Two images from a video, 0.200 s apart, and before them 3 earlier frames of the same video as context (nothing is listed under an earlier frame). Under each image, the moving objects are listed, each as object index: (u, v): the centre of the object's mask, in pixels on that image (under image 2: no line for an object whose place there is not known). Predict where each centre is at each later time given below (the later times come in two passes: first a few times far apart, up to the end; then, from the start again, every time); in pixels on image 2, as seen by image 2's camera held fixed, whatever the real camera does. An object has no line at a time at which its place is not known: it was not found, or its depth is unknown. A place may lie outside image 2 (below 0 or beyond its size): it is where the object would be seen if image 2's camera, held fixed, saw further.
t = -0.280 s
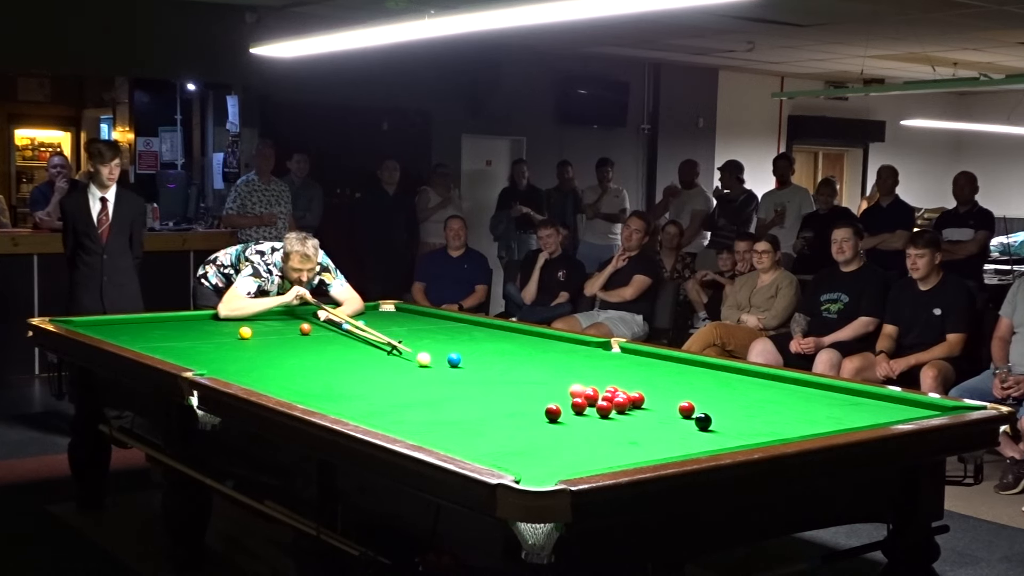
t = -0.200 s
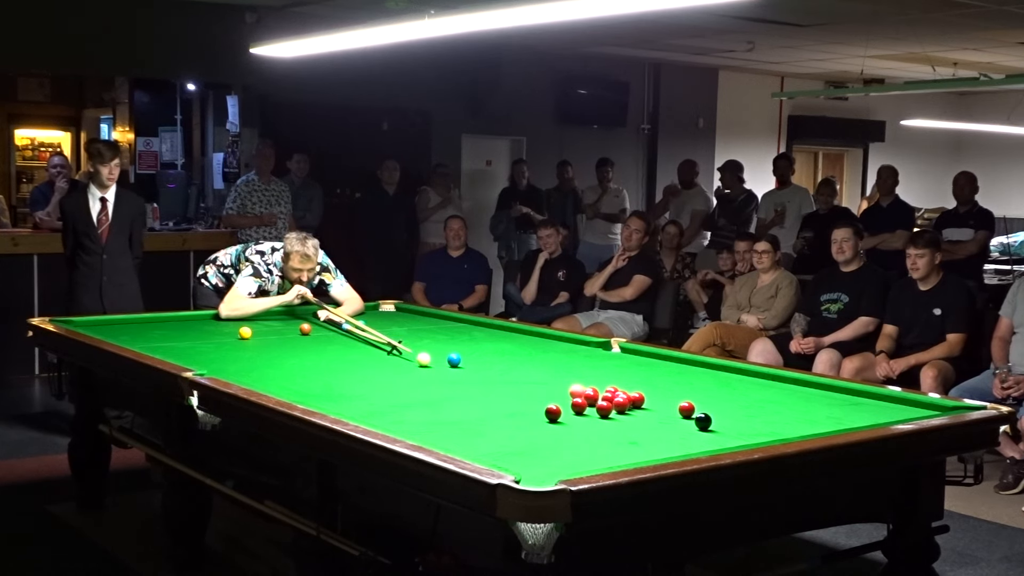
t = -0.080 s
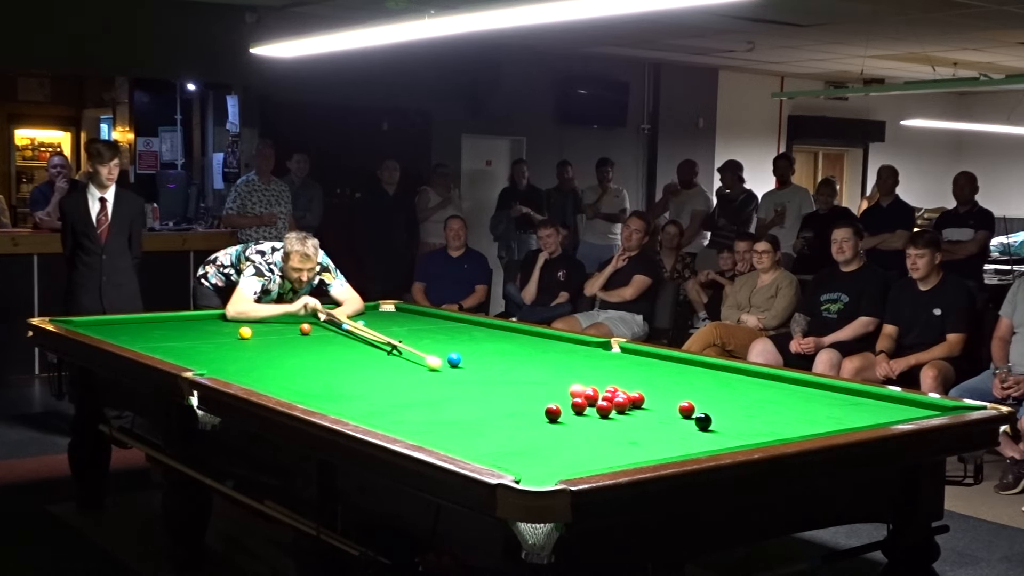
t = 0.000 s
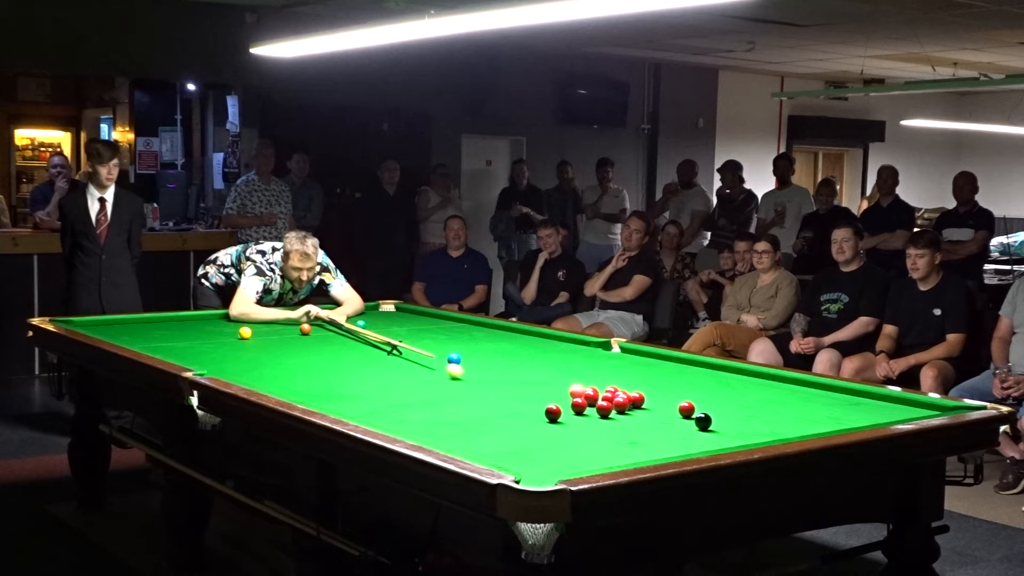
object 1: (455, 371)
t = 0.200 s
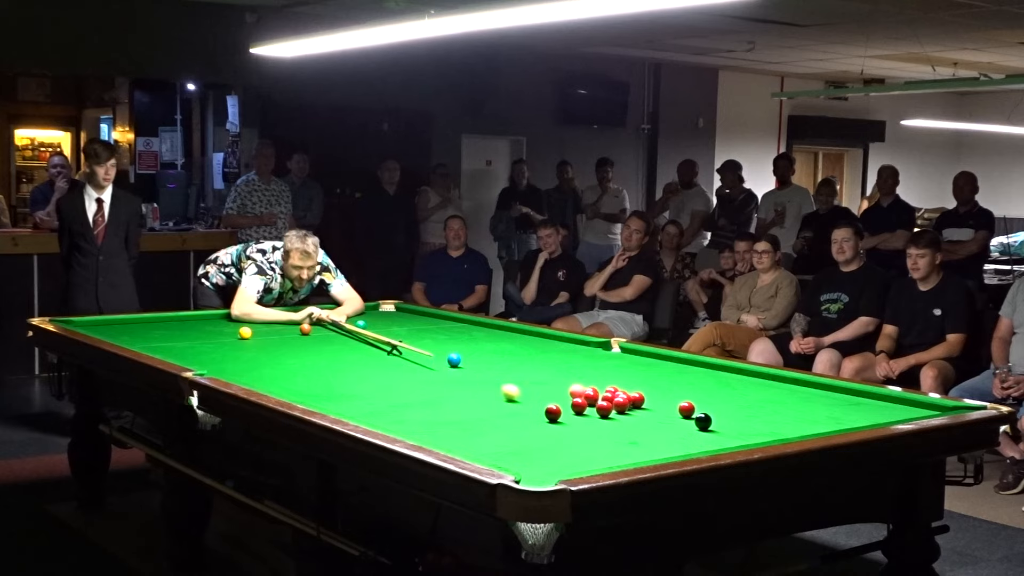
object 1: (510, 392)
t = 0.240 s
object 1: (522, 397)
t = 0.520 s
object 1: (624, 414)
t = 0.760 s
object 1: (719, 426)
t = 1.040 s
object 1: (785, 429)
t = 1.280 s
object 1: (764, 417)
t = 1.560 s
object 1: (747, 403)
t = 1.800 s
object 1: (734, 394)
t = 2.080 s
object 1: (720, 384)
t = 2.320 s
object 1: (709, 376)
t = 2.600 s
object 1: (698, 368)
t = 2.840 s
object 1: (689, 362)
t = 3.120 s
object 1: (661, 358)
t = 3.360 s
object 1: (635, 355)
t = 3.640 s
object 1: (607, 352)
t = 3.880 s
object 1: (584, 350)
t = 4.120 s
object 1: (563, 348)
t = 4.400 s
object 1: (541, 345)
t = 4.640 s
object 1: (523, 344)
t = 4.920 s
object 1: (504, 342)
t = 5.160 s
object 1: (489, 340)
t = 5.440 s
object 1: (472, 339)
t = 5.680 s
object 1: (459, 337)
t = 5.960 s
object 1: (446, 336)
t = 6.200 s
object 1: (435, 335)
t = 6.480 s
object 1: (424, 334)
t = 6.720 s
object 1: (416, 333)
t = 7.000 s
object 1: (407, 332)
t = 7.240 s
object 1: (400, 332)
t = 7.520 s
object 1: (393, 331)
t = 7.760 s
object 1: (388, 330)
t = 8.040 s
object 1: (383, 330)
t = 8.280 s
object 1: (379, 330)
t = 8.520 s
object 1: (377, 329)
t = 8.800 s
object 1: (375, 329)
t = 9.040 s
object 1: (374, 329)
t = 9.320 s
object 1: (373, 329)
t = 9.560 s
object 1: (373, 329)
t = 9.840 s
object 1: (373, 329)
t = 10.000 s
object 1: (373, 329)
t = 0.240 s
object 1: (522, 397)
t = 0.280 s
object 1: (535, 402)
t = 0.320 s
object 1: (545, 403)
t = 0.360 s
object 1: (564, 409)
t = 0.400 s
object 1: (579, 411)
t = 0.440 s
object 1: (593, 411)
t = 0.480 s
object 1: (608, 413)
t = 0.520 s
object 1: (624, 414)
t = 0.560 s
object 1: (639, 416)
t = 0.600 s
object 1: (655, 418)
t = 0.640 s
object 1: (671, 420)
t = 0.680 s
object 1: (687, 422)
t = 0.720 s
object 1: (703, 423)
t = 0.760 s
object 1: (719, 426)
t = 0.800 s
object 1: (736, 428)
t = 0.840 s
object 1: (753, 430)
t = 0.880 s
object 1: (769, 432)
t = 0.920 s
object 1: (786, 432)
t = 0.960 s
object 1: (797, 432)
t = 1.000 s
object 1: (791, 431)
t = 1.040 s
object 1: (785, 429)
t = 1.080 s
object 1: (780, 428)
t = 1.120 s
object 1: (776, 425)
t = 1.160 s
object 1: (773, 423)
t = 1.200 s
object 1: (770, 421)
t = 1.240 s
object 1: (767, 419)
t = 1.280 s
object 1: (764, 417)
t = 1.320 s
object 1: (762, 415)
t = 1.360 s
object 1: (759, 413)
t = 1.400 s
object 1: (757, 411)
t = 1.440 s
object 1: (754, 409)
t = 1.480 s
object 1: (751, 407)
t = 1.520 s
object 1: (749, 405)
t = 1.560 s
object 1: (747, 403)
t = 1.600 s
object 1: (744, 402)
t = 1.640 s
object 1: (742, 400)
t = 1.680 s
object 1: (740, 399)
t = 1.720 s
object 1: (738, 397)
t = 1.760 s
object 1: (736, 395)
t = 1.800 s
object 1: (734, 394)
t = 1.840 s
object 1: (731, 392)
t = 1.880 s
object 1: (729, 391)
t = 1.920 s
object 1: (727, 389)
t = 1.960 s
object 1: (725, 388)
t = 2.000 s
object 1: (724, 387)
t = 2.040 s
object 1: (722, 385)
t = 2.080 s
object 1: (720, 384)
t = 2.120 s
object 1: (718, 383)
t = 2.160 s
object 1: (716, 381)
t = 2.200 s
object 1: (714, 380)
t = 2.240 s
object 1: (713, 378)
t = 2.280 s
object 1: (711, 377)
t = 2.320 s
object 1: (709, 376)
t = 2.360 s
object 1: (707, 375)
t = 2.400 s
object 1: (706, 374)
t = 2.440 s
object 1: (705, 373)
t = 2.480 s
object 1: (703, 371)
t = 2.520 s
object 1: (701, 370)
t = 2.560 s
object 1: (699, 369)
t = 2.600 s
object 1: (698, 368)
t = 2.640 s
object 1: (697, 367)
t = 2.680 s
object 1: (695, 366)
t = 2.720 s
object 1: (694, 365)
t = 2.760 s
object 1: (692, 364)
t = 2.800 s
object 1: (691, 363)
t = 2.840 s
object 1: (689, 362)
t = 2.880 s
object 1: (688, 360)
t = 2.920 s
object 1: (684, 360)
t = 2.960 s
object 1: (679, 359)
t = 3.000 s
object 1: (675, 359)
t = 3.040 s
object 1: (670, 358)
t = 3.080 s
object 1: (665, 358)
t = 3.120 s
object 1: (661, 358)
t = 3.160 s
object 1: (656, 357)
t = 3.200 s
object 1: (652, 357)
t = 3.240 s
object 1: (647, 356)
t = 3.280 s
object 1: (643, 356)
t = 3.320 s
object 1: (639, 356)
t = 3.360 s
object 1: (635, 355)
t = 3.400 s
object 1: (630, 355)
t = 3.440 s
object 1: (627, 354)
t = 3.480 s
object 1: (622, 354)
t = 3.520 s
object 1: (618, 353)
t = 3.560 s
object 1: (615, 353)
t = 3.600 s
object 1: (611, 352)
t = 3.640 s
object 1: (607, 352)
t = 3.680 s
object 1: (603, 352)
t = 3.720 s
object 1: (599, 351)
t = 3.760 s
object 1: (595, 351)
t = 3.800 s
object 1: (592, 351)
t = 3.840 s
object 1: (588, 350)
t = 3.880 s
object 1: (584, 350)
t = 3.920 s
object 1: (581, 349)
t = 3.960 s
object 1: (577, 349)
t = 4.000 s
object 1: (574, 349)
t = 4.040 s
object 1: (570, 349)
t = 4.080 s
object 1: (567, 348)
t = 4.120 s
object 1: (563, 348)
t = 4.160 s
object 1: (560, 347)
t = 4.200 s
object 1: (557, 347)
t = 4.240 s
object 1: (553, 347)
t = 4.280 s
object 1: (550, 346)
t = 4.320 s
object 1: (547, 346)
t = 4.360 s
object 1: (544, 346)
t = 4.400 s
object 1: (541, 345)
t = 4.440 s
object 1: (538, 345)
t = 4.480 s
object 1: (535, 345)
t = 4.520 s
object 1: (532, 345)
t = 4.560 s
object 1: (529, 344)
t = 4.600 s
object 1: (526, 344)
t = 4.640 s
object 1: (523, 344)
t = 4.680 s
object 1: (520, 343)
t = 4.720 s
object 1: (517, 343)
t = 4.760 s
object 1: (515, 342)
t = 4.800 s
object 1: (512, 342)
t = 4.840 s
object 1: (509, 342)
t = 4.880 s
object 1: (506, 342)
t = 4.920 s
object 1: (504, 342)
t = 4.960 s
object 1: (501, 342)
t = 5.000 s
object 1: (498, 341)
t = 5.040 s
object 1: (496, 341)
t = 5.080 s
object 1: (493, 341)
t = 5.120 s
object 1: (491, 340)
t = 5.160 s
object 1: (489, 340)
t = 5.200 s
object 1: (486, 340)
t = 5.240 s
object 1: (484, 340)
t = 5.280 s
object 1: (481, 339)
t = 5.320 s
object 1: (479, 339)
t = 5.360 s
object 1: (477, 339)
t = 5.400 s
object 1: (475, 339)
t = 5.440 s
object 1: (472, 339)
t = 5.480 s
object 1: (470, 338)
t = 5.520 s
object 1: (468, 338)
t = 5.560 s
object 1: (466, 338)
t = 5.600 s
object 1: (463, 338)
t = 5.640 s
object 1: (461, 338)
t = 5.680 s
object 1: (459, 337)
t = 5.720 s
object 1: (457, 337)
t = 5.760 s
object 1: (455, 337)
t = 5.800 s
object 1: (453, 337)
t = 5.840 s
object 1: (452, 337)
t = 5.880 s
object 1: (450, 336)
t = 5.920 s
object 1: (448, 336)
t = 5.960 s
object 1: (446, 336)
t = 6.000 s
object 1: (444, 336)
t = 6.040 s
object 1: (442, 336)
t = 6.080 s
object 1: (440, 336)
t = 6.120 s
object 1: (439, 336)
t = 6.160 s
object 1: (437, 335)
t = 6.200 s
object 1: (435, 335)
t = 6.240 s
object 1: (434, 335)
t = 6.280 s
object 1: (432, 335)
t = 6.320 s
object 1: (430, 335)
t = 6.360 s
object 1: (429, 334)
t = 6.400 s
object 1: (427, 334)
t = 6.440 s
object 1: (426, 334)
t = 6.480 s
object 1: (424, 334)
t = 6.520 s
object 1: (423, 334)
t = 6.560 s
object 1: (421, 334)
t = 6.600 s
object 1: (420, 334)
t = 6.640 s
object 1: (419, 333)
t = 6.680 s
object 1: (417, 333)
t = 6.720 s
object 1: (416, 333)
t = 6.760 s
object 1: (415, 333)
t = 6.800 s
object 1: (413, 333)
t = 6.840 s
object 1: (412, 333)
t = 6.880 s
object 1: (411, 332)
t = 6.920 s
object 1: (409, 332)
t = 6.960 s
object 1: (408, 332)
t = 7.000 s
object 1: (407, 332)
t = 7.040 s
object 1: (406, 332)
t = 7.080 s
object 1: (405, 332)
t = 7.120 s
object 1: (403, 332)
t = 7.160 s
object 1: (402, 332)
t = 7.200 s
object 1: (401, 332)
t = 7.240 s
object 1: (400, 332)
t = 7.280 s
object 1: (399, 332)
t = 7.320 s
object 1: (398, 331)
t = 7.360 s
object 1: (397, 331)
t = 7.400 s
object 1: (396, 331)
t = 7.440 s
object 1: (395, 331)
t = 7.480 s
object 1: (394, 331)
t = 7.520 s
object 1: (393, 331)
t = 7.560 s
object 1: (392, 331)
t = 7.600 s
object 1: (391, 331)
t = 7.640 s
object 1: (390, 331)
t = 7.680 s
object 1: (389, 331)
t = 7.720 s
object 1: (389, 330)
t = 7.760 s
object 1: (388, 330)
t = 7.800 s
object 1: (387, 330)
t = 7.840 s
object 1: (386, 330)
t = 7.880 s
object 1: (386, 330)
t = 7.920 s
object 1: (385, 330)
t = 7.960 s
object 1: (384, 330)
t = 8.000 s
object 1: (383, 330)
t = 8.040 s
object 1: (383, 330)
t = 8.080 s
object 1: (382, 330)
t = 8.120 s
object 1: (381, 330)
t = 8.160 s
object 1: (381, 330)
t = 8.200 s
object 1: (380, 330)
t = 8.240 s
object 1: (380, 329)
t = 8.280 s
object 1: (379, 330)
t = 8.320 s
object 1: (379, 330)
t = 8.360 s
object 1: (378, 330)
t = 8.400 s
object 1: (378, 330)
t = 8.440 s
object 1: (377, 329)
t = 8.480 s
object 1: (377, 329)
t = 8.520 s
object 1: (377, 329)
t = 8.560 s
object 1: (376, 329)
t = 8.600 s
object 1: (376, 329)
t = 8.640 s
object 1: (376, 329)
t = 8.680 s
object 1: (375, 329)
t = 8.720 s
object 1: (375, 329)
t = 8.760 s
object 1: (375, 329)
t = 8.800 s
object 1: (375, 329)
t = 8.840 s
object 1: (374, 329)
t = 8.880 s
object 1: (374, 329)
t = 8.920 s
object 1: (374, 329)
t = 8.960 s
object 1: (374, 329)
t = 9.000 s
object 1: (374, 329)
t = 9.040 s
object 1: (374, 329)
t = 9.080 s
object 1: (374, 329)
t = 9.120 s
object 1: (374, 329)
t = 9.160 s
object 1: (373, 329)
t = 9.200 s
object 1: (373, 329)
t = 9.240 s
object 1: (373, 329)
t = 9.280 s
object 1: (373, 329)
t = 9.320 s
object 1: (373, 329)
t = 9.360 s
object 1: (373, 329)
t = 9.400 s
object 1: (373, 329)
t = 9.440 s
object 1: (373, 329)
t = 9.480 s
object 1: (373, 329)
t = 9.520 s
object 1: (373, 329)
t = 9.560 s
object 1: (373, 329)
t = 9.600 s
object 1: (373, 329)
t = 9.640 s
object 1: (373, 329)
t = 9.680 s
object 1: (373, 329)
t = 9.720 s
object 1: (373, 329)
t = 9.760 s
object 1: (373, 329)
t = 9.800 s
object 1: (373, 329)
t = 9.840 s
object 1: (373, 329)
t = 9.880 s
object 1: (373, 329)
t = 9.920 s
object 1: (373, 329)
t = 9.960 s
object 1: (373, 329)
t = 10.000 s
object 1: (373, 329)
